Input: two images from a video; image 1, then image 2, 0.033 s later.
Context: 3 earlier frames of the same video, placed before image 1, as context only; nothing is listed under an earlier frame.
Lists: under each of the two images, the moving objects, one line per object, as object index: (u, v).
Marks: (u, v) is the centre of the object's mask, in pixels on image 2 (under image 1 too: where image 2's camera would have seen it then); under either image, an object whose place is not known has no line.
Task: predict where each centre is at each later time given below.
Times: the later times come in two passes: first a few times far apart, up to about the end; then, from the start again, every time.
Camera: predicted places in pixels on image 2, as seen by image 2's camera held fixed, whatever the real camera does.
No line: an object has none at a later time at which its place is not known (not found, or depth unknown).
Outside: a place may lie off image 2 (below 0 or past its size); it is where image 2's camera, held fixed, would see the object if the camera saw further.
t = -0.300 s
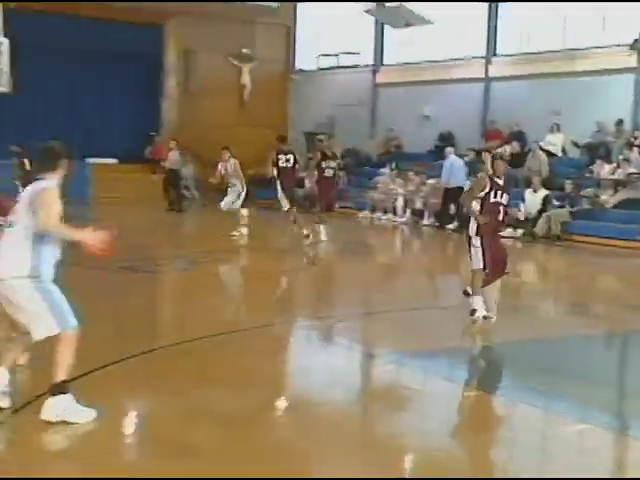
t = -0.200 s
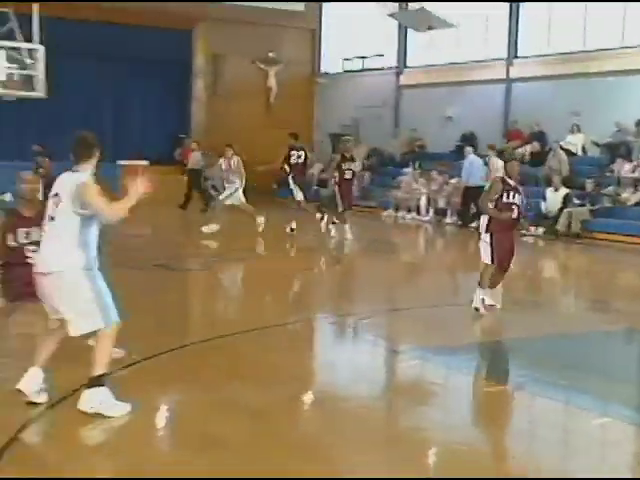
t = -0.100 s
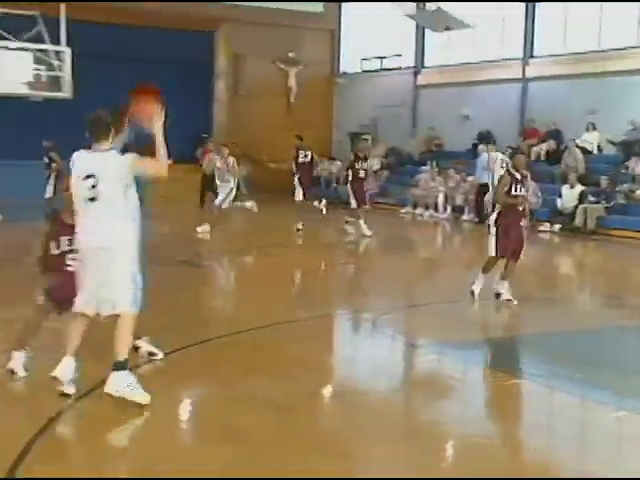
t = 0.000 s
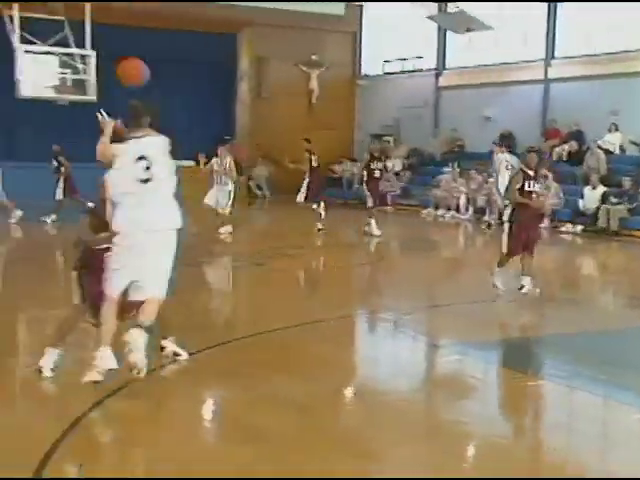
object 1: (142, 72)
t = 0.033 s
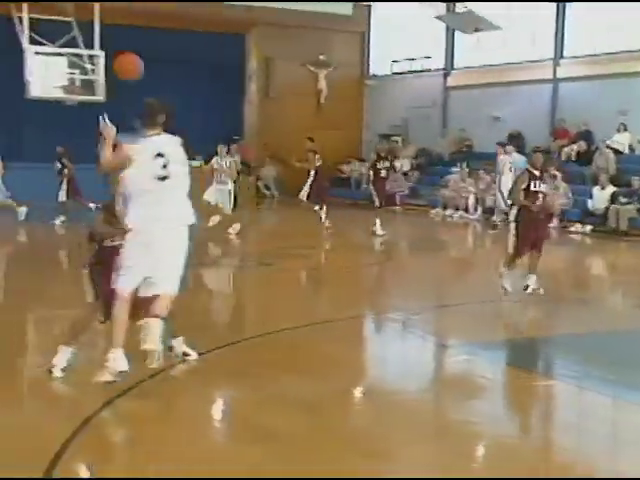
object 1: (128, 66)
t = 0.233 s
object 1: (73, 58)
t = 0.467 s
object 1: (32, 85)
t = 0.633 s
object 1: (4, 118)
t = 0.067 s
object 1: (117, 62)
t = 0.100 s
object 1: (107, 59)
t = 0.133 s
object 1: (98, 58)
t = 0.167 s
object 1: (88, 57)
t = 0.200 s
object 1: (81, 57)
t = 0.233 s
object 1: (73, 58)
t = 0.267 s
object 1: (67, 60)
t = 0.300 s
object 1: (59, 62)
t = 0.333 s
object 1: (52, 66)
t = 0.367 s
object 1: (48, 70)
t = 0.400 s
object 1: (42, 75)
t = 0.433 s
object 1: (38, 80)
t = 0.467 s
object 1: (32, 85)
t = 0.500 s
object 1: (25, 91)
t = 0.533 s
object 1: (18, 97)
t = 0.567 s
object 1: (14, 103)
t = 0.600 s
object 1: (8, 111)
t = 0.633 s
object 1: (4, 118)
